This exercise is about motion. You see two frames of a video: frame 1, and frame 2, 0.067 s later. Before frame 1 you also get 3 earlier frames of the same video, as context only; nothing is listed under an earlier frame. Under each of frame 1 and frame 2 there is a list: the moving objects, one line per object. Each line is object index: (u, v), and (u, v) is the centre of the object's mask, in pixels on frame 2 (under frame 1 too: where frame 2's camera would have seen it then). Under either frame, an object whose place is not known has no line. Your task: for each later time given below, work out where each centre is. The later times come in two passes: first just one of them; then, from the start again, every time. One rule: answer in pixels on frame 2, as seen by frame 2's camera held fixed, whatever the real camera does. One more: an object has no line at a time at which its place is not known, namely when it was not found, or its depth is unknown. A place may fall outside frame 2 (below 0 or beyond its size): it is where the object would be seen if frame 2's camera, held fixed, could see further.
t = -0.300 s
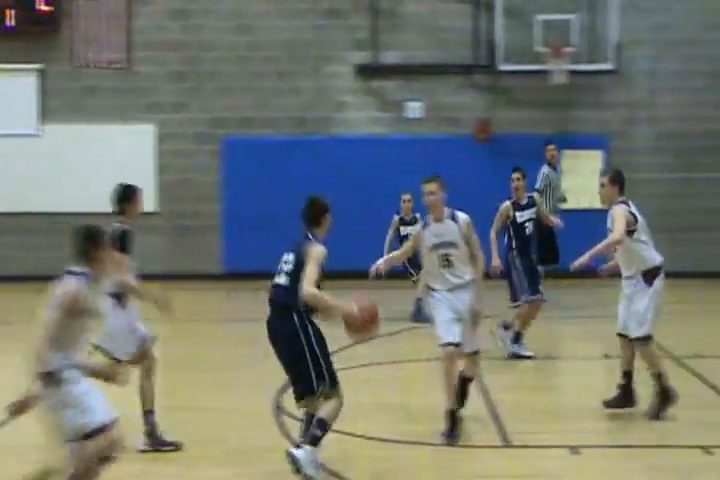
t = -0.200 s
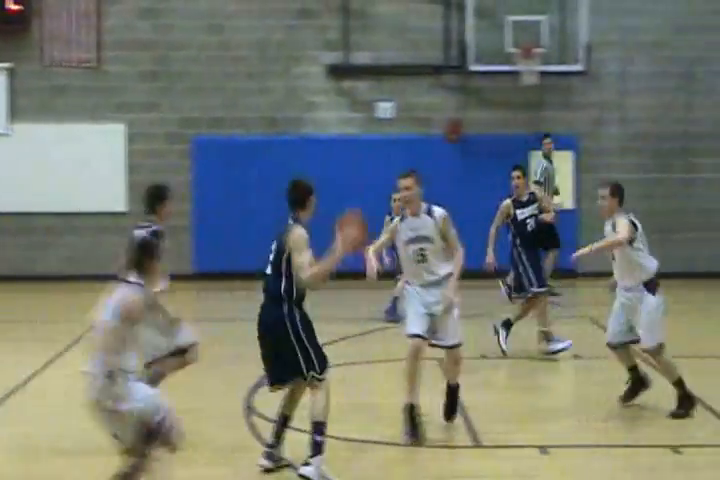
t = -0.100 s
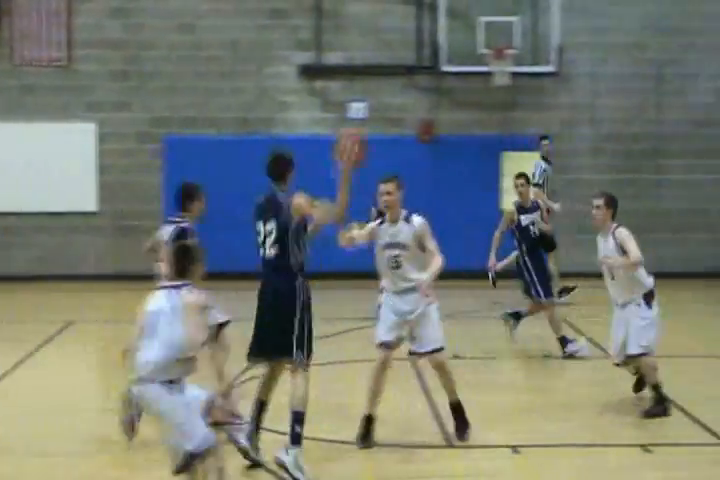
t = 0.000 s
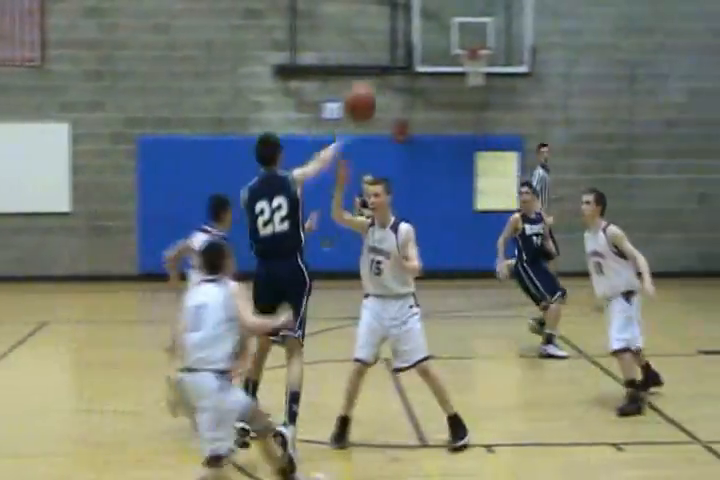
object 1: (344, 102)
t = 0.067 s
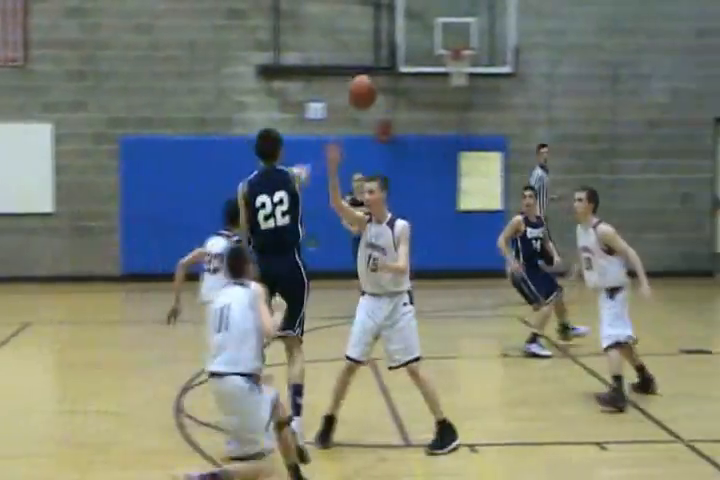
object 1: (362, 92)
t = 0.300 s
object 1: (407, 98)
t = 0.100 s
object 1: (370, 89)
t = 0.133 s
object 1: (378, 88)
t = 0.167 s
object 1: (384, 87)
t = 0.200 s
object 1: (390, 89)
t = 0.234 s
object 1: (396, 91)
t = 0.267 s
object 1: (402, 94)
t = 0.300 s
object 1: (407, 98)
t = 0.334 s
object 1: (413, 103)
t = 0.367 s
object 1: (418, 110)
